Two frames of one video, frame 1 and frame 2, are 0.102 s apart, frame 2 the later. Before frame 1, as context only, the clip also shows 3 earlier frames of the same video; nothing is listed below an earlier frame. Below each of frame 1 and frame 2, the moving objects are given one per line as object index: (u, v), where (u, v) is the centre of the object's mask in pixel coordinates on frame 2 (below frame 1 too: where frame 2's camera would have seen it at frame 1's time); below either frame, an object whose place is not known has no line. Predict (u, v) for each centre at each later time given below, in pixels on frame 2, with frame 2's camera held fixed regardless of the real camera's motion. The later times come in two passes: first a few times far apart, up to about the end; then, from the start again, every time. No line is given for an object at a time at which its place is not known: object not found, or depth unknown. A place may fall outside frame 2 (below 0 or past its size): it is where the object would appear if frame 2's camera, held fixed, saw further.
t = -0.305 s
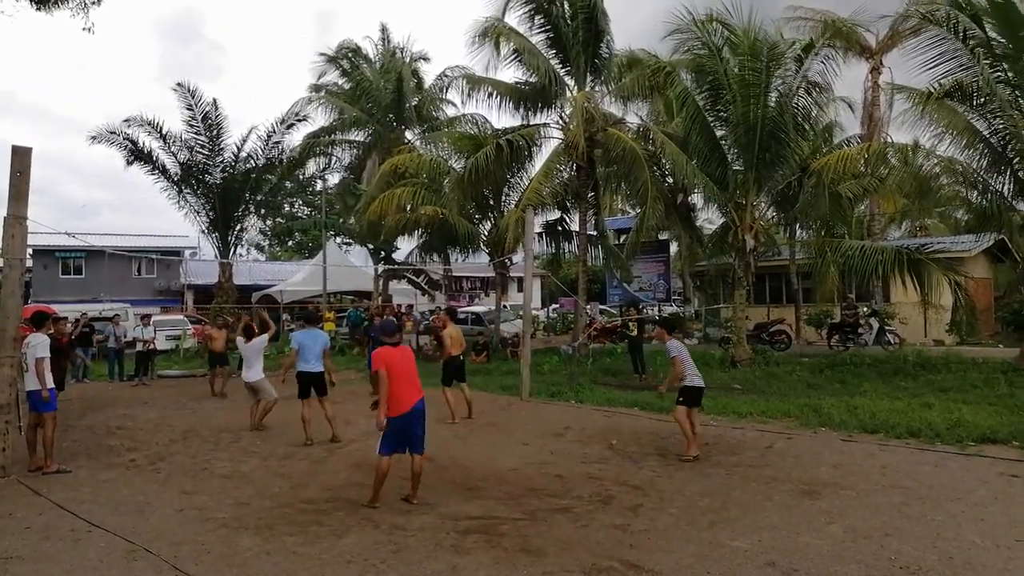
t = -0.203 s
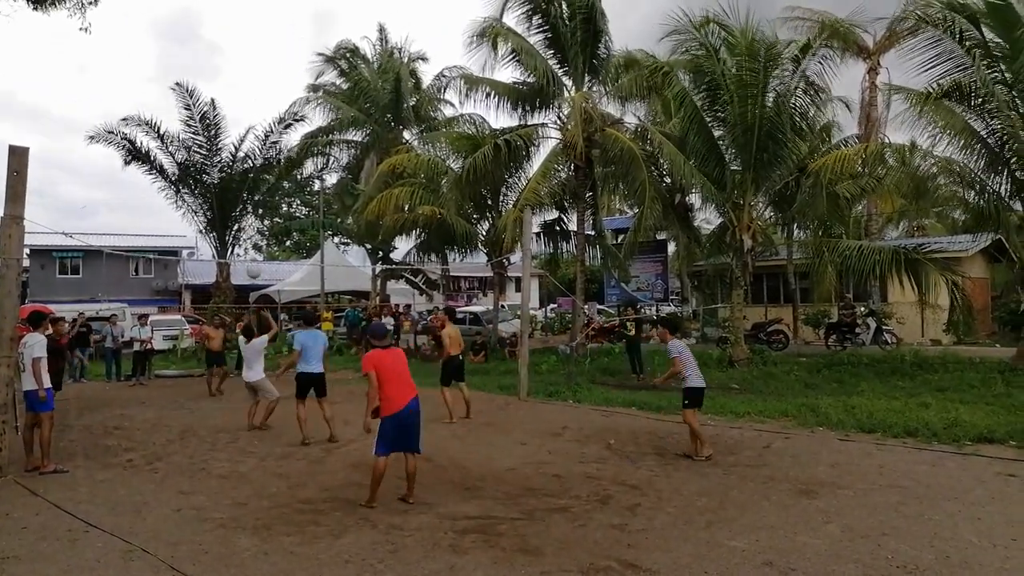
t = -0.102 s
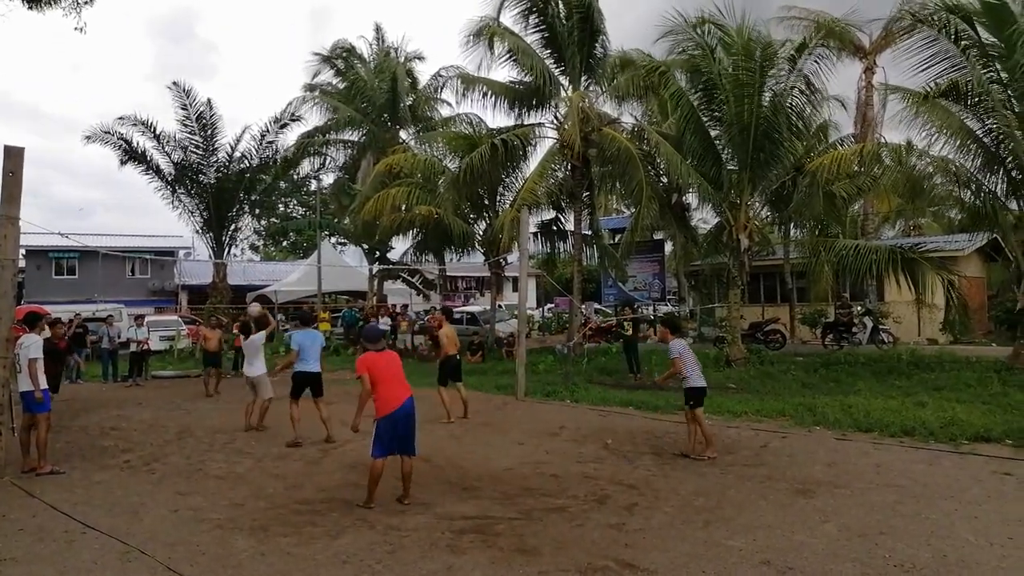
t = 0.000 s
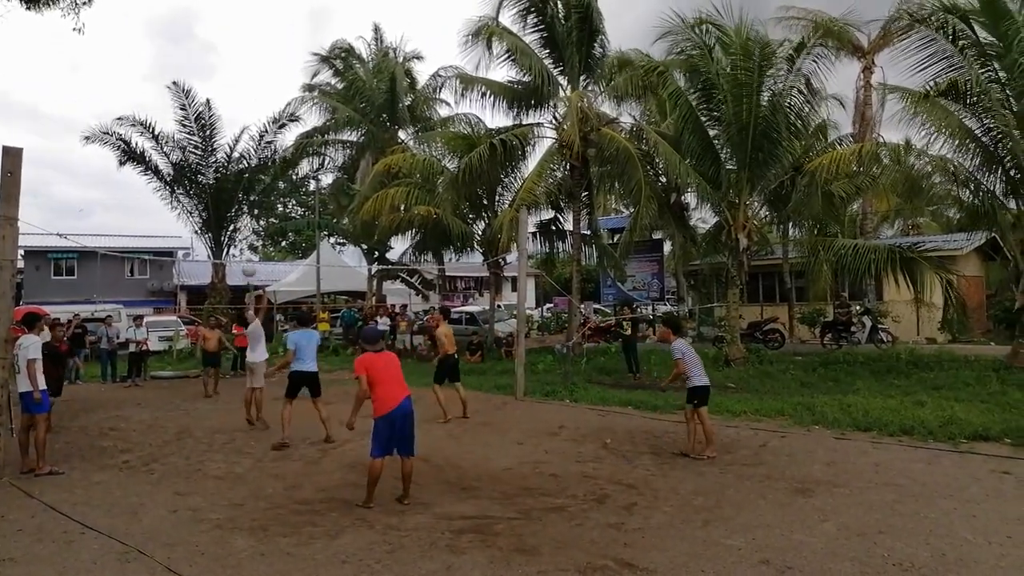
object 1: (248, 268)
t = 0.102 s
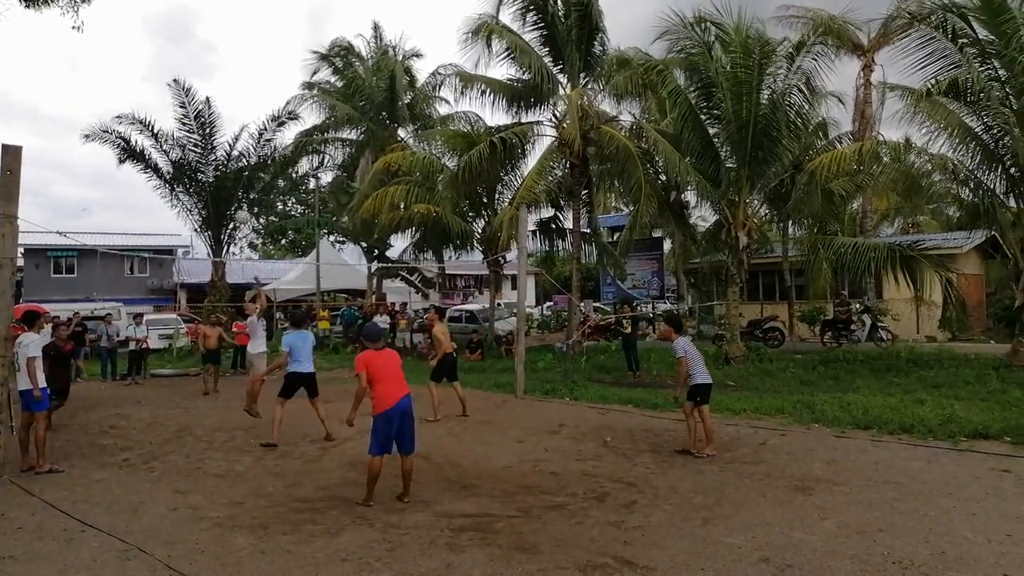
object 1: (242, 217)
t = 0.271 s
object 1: (232, 147)
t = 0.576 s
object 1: (213, 68)
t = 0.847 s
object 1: (197, 50)
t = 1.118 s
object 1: (181, 85)
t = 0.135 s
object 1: (240, 201)
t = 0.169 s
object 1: (238, 186)
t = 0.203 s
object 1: (236, 173)
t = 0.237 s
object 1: (235, 160)
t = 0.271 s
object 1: (232, 147)
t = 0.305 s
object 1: (231, 136)
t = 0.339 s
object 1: (228, 124)
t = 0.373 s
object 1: (226, 114)
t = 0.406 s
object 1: (224, 104)
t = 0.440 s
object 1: (221, 95)
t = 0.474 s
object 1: (219, 87)
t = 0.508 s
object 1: (217, 80)
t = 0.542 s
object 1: (215, 73)
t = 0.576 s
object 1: (213, 68)
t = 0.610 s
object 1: (211, 63)
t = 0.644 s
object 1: (209, 59)
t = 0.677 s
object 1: (207, 55)
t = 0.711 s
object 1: (205, 53)
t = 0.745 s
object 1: (203, 51)
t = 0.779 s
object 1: (201, 50)
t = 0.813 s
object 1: (199, 50)
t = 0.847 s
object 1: (197, 50)
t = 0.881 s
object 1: (195, 52)
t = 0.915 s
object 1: (193, 54)
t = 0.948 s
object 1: (191, 57)
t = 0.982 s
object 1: (189, 61)
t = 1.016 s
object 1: (187, 66)
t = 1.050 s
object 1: (185, 71)
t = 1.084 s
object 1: (183, 78)
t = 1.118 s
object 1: (181, 85)
